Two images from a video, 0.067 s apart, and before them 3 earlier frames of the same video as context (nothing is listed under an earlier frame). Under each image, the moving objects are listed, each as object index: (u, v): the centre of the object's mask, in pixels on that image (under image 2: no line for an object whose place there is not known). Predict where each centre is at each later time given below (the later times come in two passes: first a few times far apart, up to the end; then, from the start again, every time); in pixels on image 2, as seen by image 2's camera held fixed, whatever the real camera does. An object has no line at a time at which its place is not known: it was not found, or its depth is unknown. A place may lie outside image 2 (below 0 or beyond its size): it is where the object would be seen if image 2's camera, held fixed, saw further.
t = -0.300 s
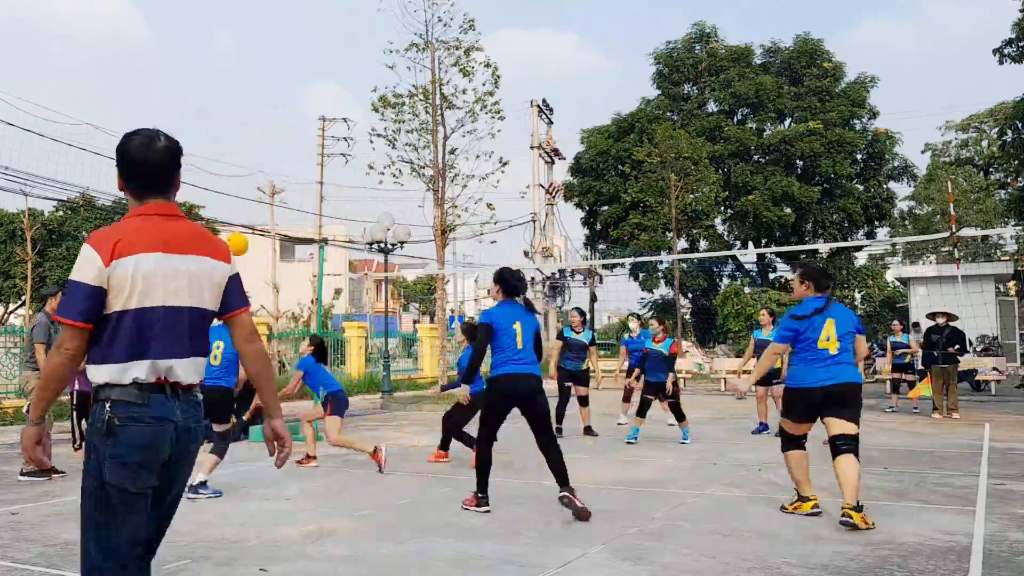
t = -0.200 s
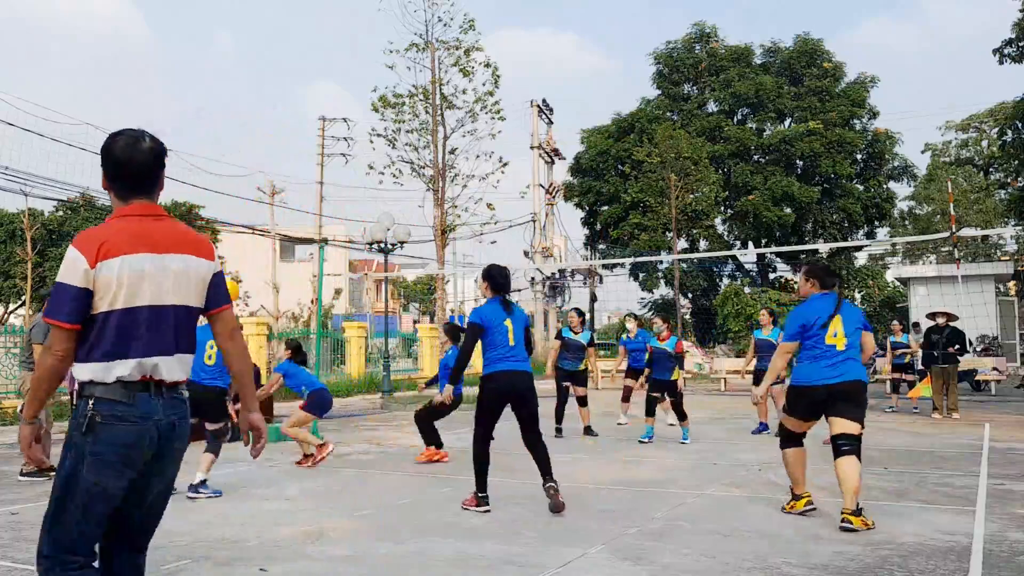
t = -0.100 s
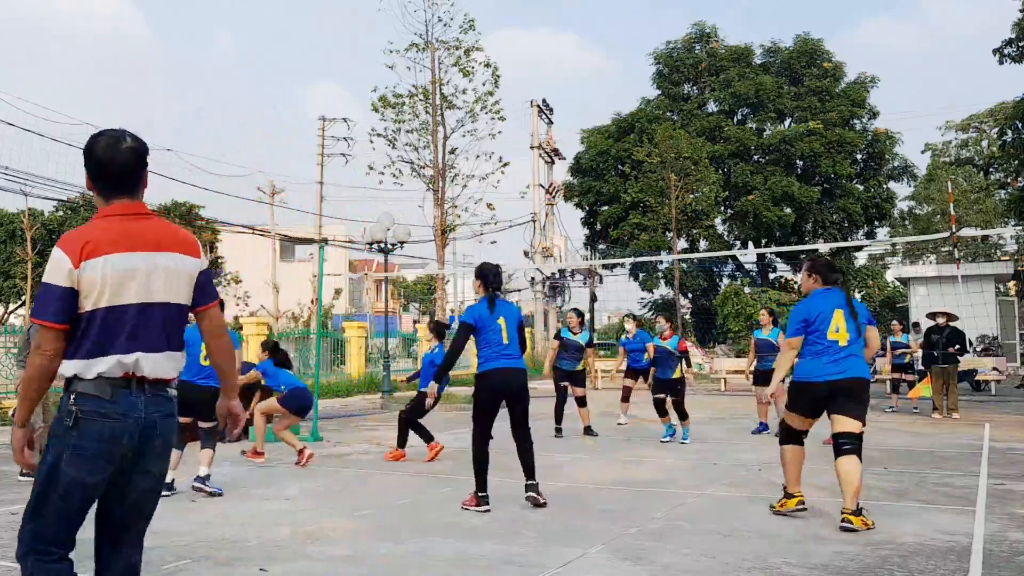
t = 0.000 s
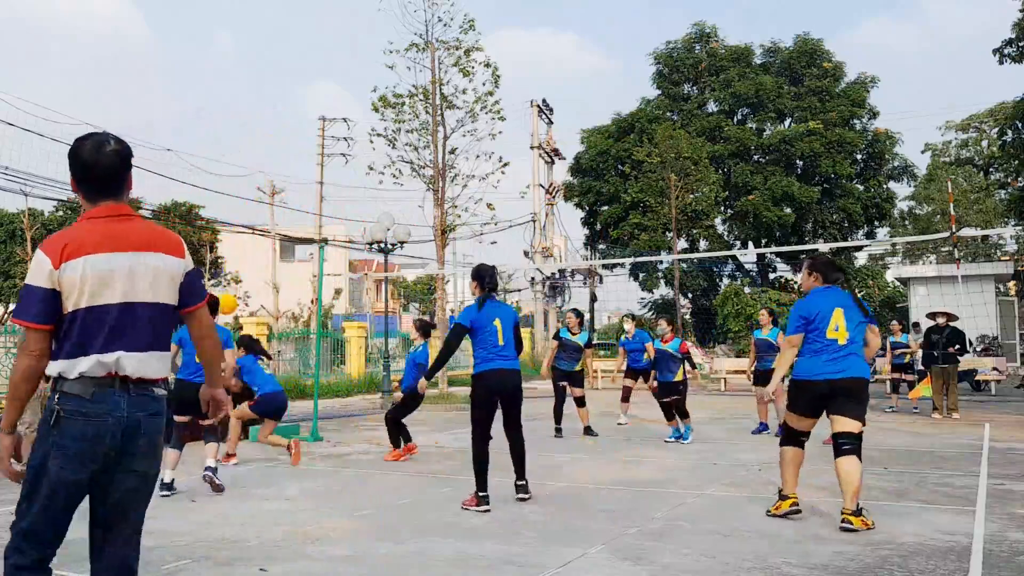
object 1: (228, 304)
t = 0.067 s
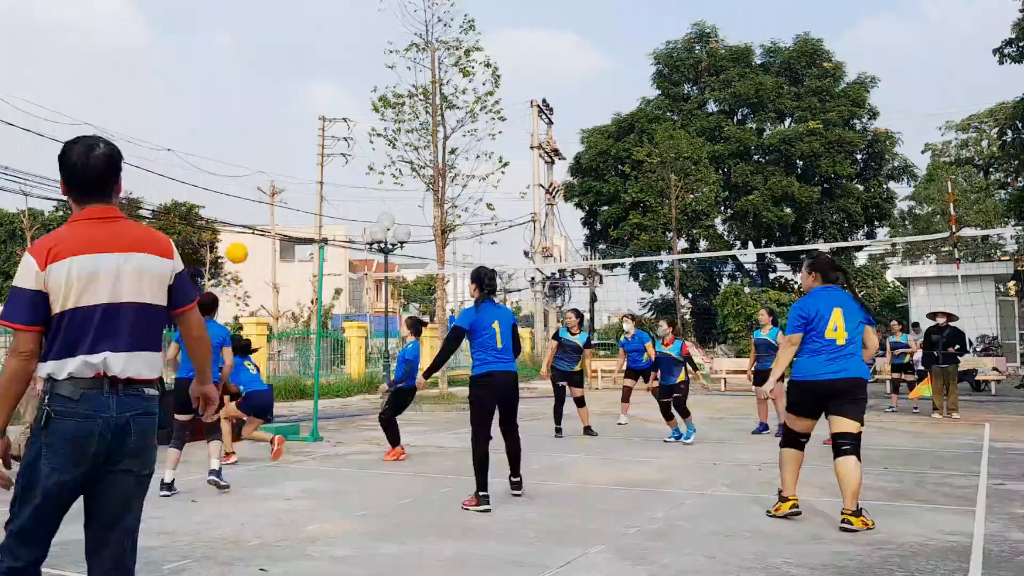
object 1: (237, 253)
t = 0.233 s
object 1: (257, 150)
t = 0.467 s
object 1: (283, 63)
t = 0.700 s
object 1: (307, 32)
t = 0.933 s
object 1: (328, 50)
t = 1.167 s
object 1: (347, 113)
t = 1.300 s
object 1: (355, 168)
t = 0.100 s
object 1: (241, 229)
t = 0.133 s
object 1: (246, 207)
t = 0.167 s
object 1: (250, 187)
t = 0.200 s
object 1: (253, 168)
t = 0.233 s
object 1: (257, 150)
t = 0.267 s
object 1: (261, 134)
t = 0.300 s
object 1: (265, 119)
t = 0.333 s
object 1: (268, 105)
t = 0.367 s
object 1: (272, 93)
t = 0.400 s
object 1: (276, 82)
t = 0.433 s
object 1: (280, 72)
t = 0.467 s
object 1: (283, 63)
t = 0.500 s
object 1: (287, 55)
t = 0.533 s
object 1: (290, 49)
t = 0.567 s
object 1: (293, 43)
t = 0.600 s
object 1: (297, 39)
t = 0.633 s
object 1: (300, 35)
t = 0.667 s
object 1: (303, 33)
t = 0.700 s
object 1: (307, 32)
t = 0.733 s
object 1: (310, 31)
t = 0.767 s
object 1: (313, 32)
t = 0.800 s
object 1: (316, 33)
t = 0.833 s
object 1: (319, 36)
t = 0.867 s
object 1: (322, 40)
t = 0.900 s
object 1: (325, 44)
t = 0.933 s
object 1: (328, 50)
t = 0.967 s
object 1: (331, 56)
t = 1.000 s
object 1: (333, 63)
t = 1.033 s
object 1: (337, 72)
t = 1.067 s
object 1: (339, 81)
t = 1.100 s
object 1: (342, 91)
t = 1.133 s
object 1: (344, 102)
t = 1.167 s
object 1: (347, 113)
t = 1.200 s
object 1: (349, 126)
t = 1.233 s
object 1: (351, 139)
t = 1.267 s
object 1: (353, 153)
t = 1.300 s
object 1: (355, 168)
